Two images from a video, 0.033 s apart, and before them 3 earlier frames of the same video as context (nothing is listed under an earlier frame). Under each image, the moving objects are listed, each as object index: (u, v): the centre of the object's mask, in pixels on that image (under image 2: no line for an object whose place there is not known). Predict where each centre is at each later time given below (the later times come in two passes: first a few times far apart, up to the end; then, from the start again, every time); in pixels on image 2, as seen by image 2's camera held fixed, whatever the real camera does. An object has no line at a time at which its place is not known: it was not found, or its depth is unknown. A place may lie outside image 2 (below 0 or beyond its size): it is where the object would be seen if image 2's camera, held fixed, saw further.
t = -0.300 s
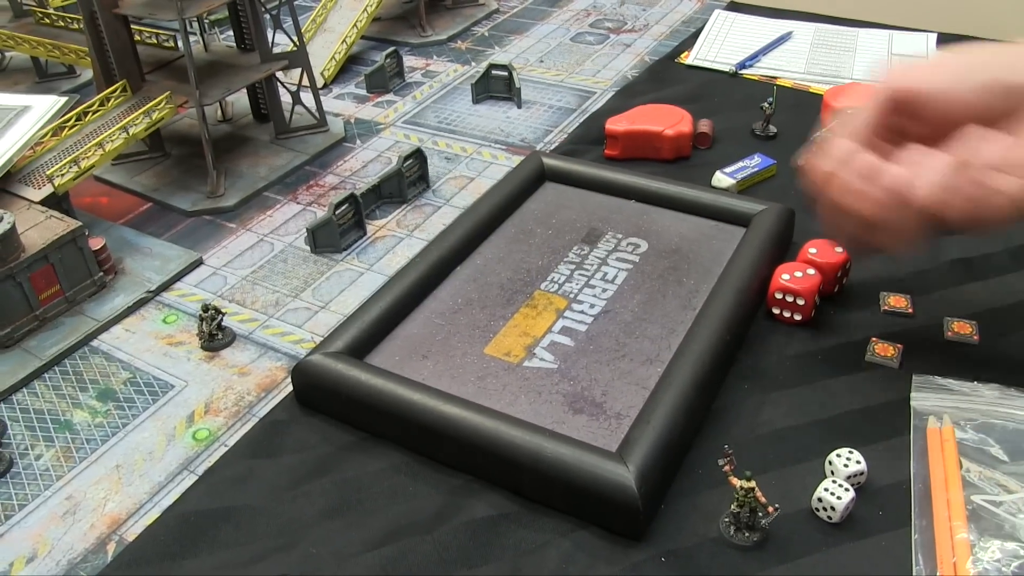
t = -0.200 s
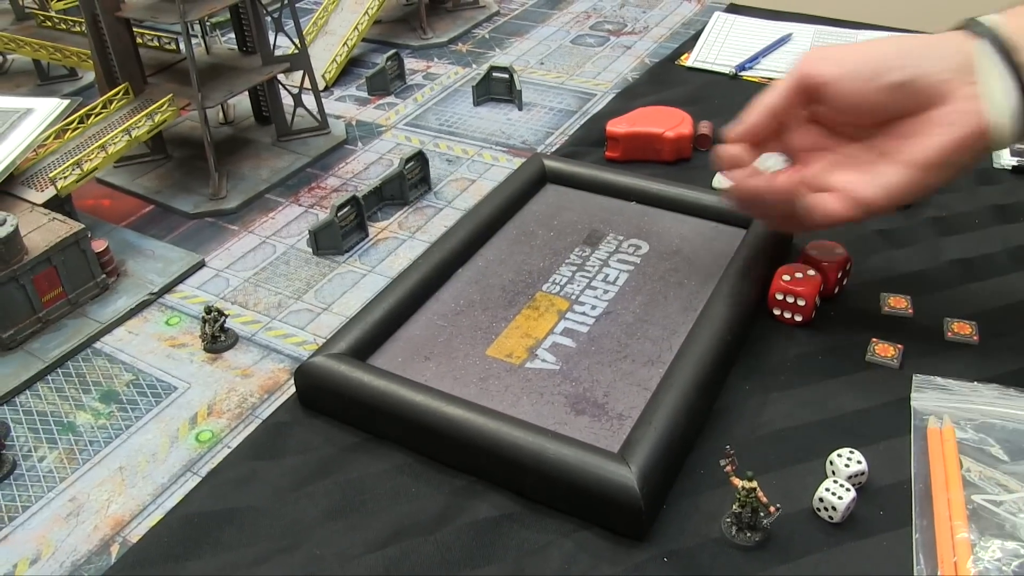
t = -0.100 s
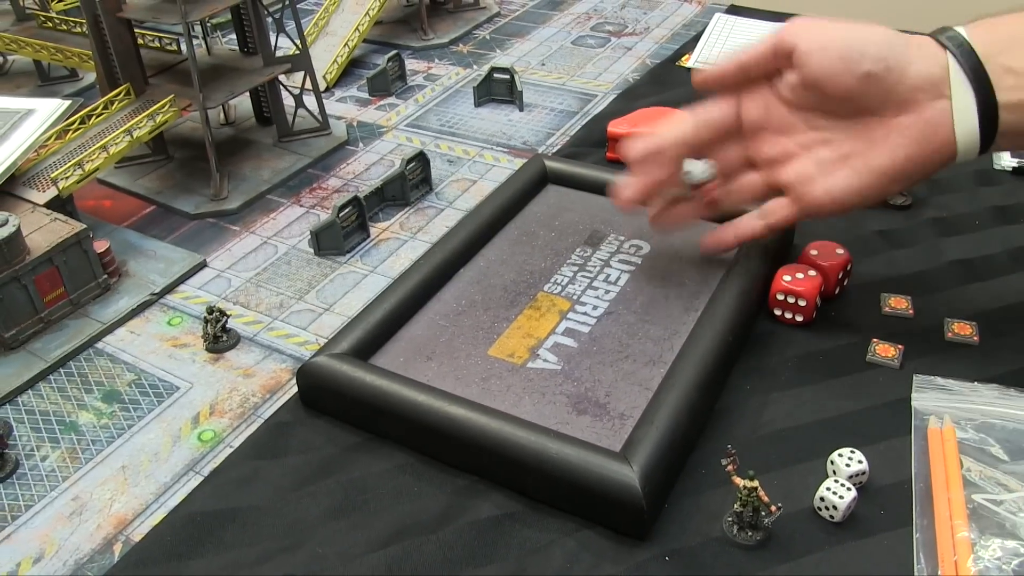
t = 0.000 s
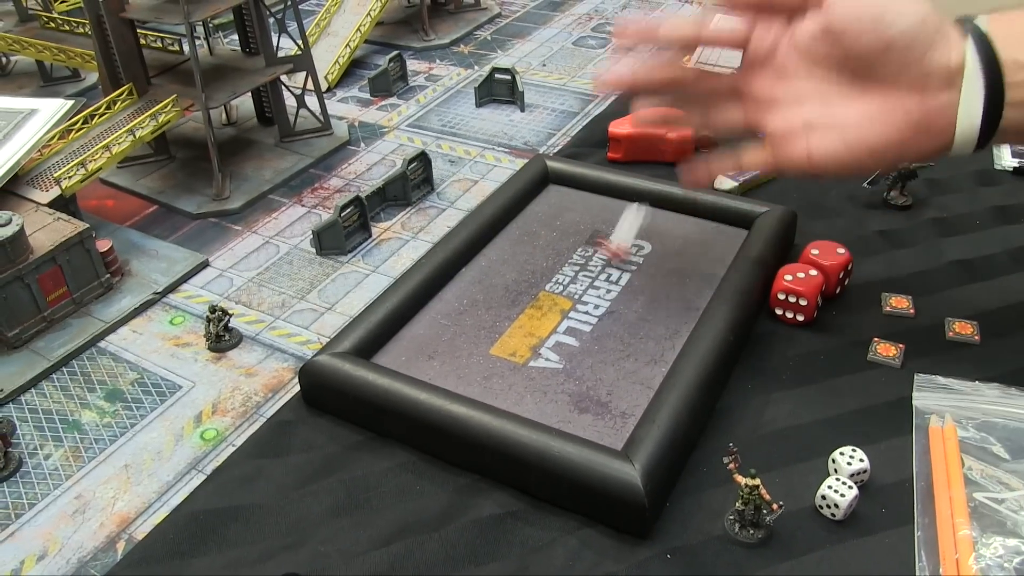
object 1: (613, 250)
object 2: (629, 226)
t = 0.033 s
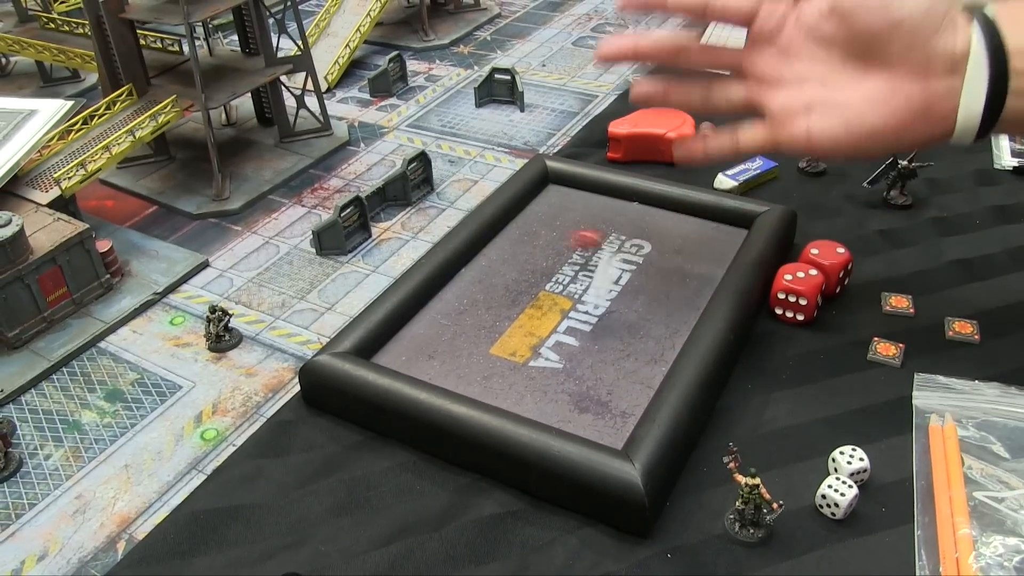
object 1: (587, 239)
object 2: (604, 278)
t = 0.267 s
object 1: (485, 270)
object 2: (532, 352)
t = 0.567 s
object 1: (494, 307)
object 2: (612, 280)
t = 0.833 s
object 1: (525, 317)
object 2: (617, 253)
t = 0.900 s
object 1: (533, 317)
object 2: (617, 253)
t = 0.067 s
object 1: (556, 244)
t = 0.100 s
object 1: (527, 251)
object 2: (558, 331)
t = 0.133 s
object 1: (497, 249)
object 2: (532, 366)
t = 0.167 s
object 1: (480, 246)
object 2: (511, 385)
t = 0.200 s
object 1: (481, 246)
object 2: (513, 369)
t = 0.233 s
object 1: (484, 263)
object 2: (522, 352)
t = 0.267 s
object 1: (485, 270)
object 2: (532, 352)
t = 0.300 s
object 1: (484, 279)
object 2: (545, 353)
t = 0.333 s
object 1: (483, 285)
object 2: (556, 340)
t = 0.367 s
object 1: (484, 291)
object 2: (565, 333)
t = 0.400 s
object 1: (485, 295)
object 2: (574, 321)
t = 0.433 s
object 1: (486, 297)
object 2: (585, 310)
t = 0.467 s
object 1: (487, 300)
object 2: (593, 302)
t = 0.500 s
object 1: (489, 302)
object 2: (601, 294)
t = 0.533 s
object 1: (492, 305)
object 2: (610, 288)
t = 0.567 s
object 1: (494, 307)
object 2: (612, 280)
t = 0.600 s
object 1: (497, 310)
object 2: (612, 272)
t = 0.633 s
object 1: (501, 312)
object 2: (613, 268)
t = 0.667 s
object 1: (504, 314)
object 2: (616, 262)
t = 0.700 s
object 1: (508, 315)
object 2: (617, 259)
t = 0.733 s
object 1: (511, 315)
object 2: (616, 255)
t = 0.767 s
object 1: (516, 317)
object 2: (617, 252)
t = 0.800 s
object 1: (521, 316)
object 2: (617, 253)
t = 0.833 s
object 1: (525, 317)
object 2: (617, 253)
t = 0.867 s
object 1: (529, 317)
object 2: (617, 252)
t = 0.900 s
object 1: (533, 317)
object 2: (617, 253)
